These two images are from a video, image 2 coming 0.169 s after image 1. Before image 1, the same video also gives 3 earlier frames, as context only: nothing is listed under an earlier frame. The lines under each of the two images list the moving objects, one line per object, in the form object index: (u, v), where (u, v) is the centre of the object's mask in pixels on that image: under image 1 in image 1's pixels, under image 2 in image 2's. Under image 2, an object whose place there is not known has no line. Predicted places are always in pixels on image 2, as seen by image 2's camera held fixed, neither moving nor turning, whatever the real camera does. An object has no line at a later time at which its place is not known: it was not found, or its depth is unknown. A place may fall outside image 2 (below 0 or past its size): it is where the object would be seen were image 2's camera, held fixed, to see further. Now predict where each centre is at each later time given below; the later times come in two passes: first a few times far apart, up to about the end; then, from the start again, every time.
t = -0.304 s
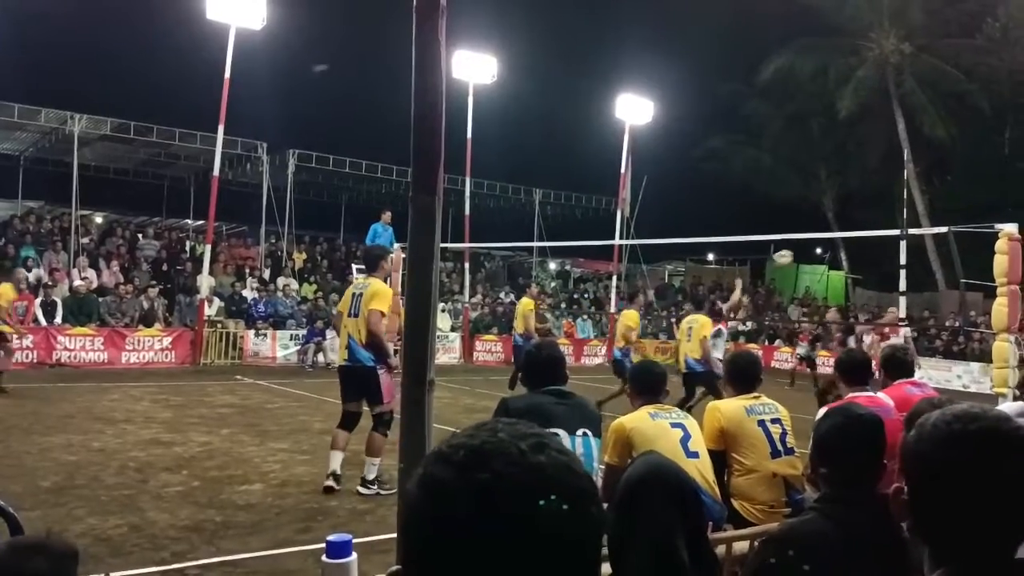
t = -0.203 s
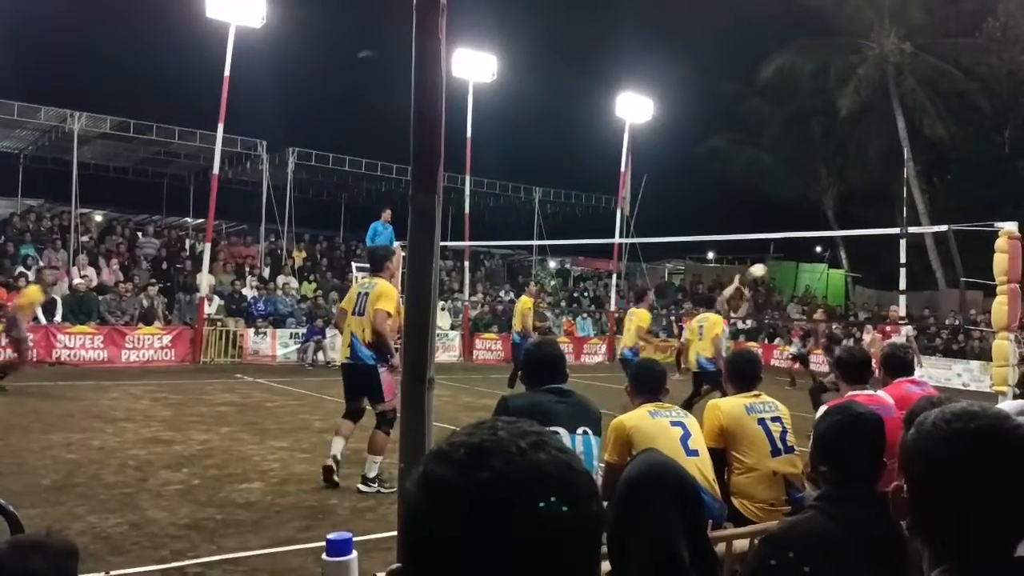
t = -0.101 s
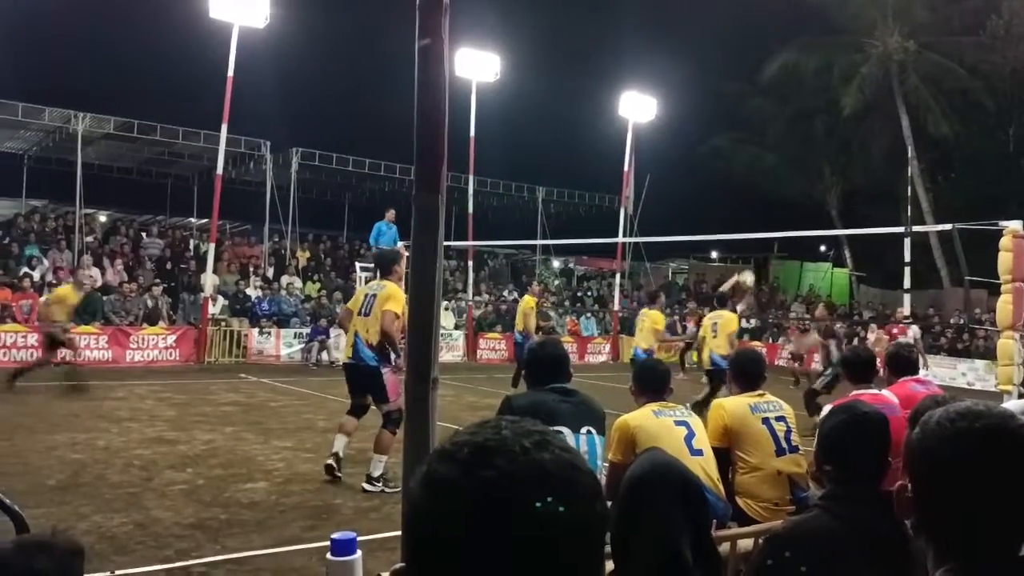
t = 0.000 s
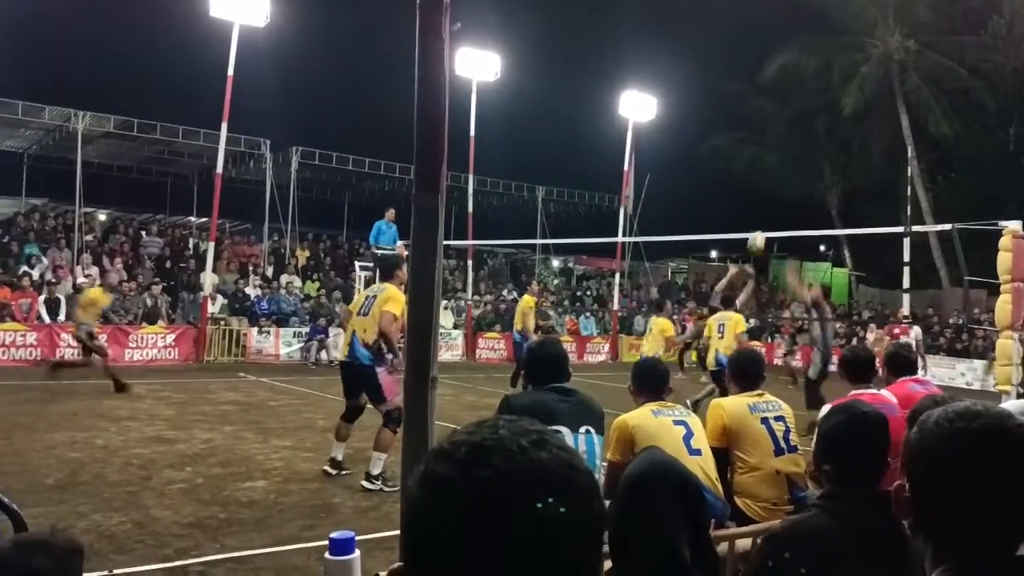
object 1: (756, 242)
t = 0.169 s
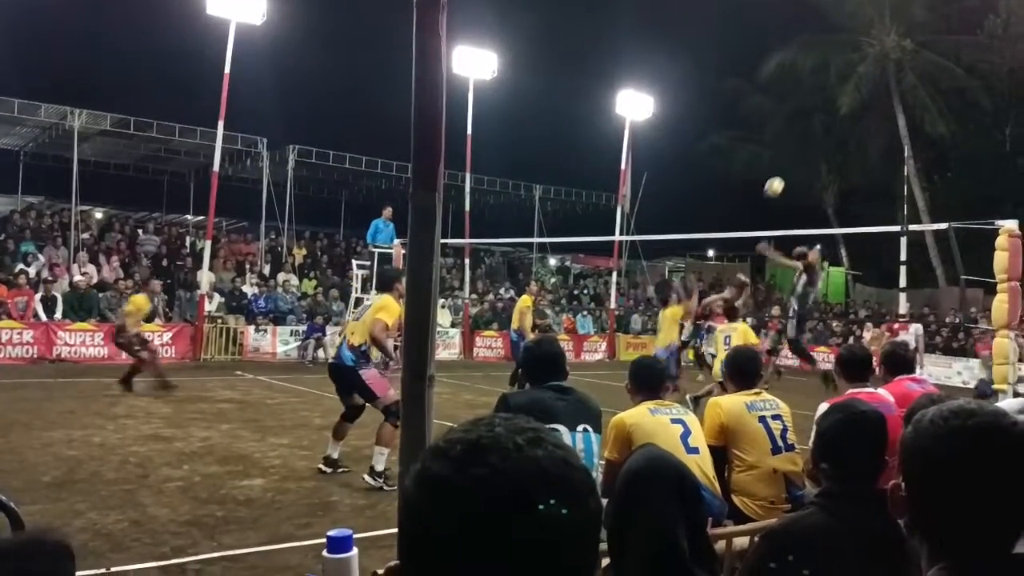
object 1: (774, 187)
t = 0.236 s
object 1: (782, 171)
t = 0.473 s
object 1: (807, 145)
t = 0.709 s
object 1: (829, 163)
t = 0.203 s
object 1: (778, 178)
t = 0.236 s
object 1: (782, 171)
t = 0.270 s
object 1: (785, 165)
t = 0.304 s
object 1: (789, 160)
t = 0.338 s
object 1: (793, 155)
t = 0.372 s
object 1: (796, 151)
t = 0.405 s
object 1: (800, 149)
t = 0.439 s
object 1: (804, 146)
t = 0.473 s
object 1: (807, 145)
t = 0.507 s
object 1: (810, 145)
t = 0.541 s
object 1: (813, 146)
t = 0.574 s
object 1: (817, 147)
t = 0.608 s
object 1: (820, 150)
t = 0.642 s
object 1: (823, 153)
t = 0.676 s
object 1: (826, 157)
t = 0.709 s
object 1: (829, 163)
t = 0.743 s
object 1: (832, 169)
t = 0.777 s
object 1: (835, 176)
